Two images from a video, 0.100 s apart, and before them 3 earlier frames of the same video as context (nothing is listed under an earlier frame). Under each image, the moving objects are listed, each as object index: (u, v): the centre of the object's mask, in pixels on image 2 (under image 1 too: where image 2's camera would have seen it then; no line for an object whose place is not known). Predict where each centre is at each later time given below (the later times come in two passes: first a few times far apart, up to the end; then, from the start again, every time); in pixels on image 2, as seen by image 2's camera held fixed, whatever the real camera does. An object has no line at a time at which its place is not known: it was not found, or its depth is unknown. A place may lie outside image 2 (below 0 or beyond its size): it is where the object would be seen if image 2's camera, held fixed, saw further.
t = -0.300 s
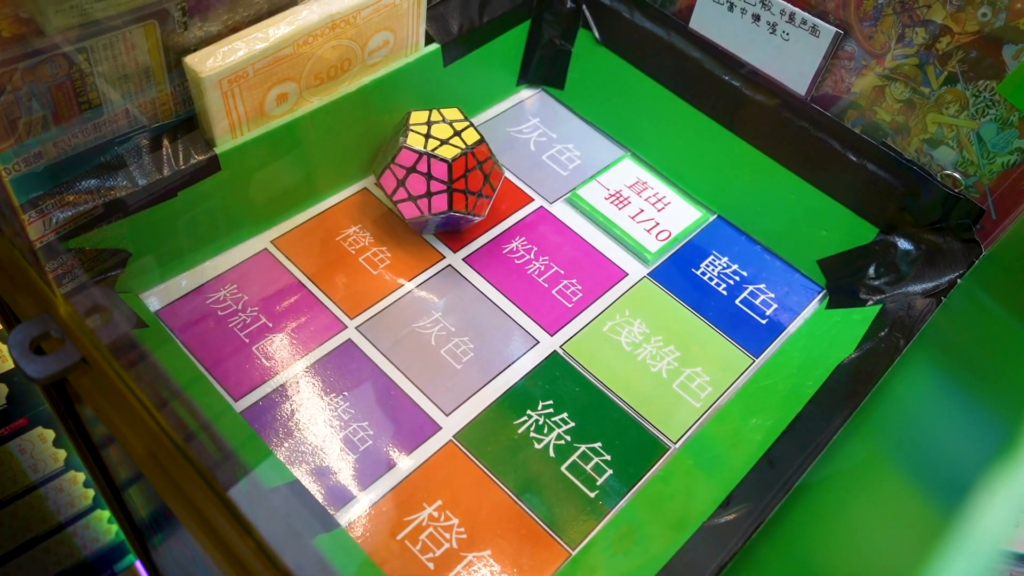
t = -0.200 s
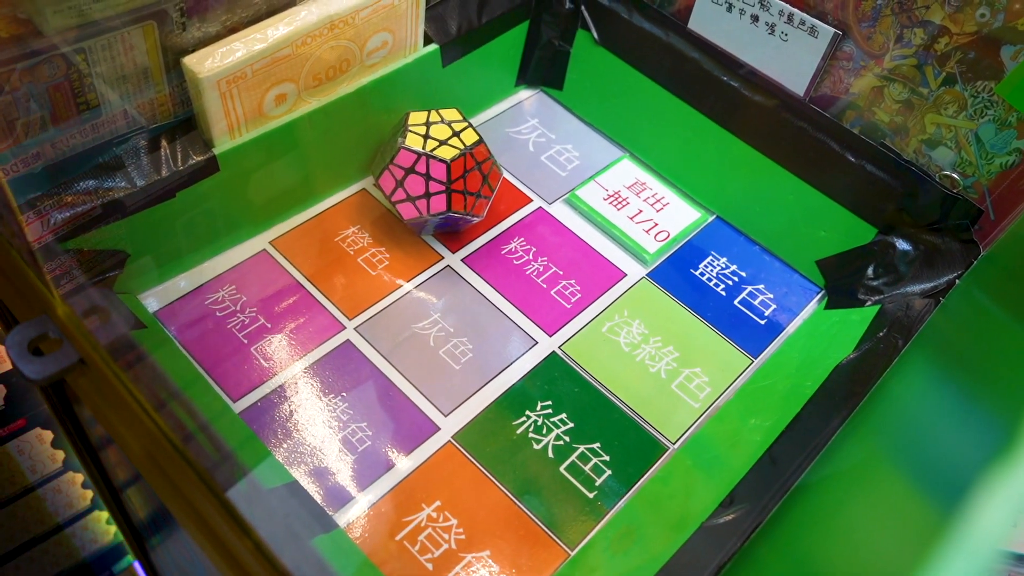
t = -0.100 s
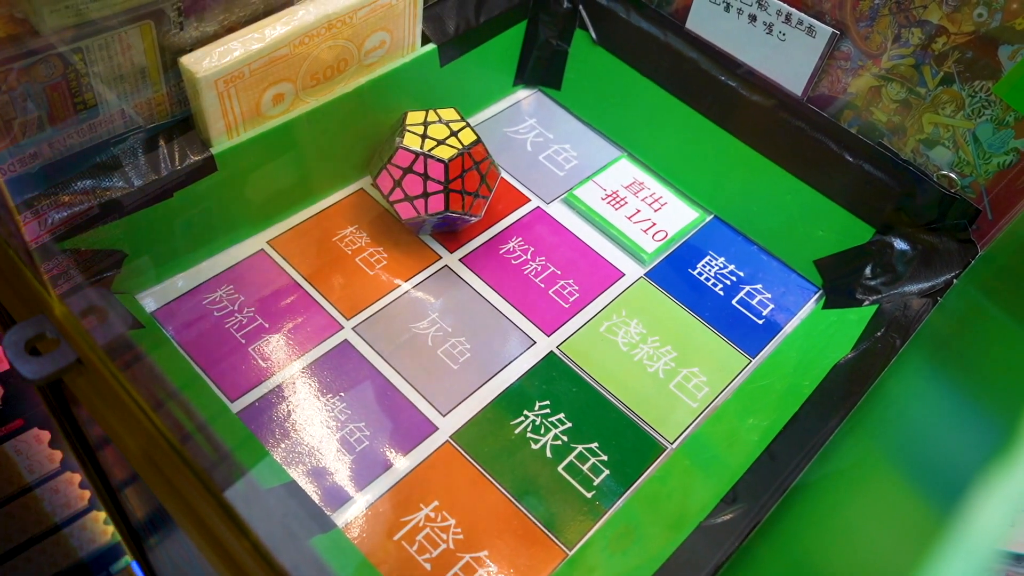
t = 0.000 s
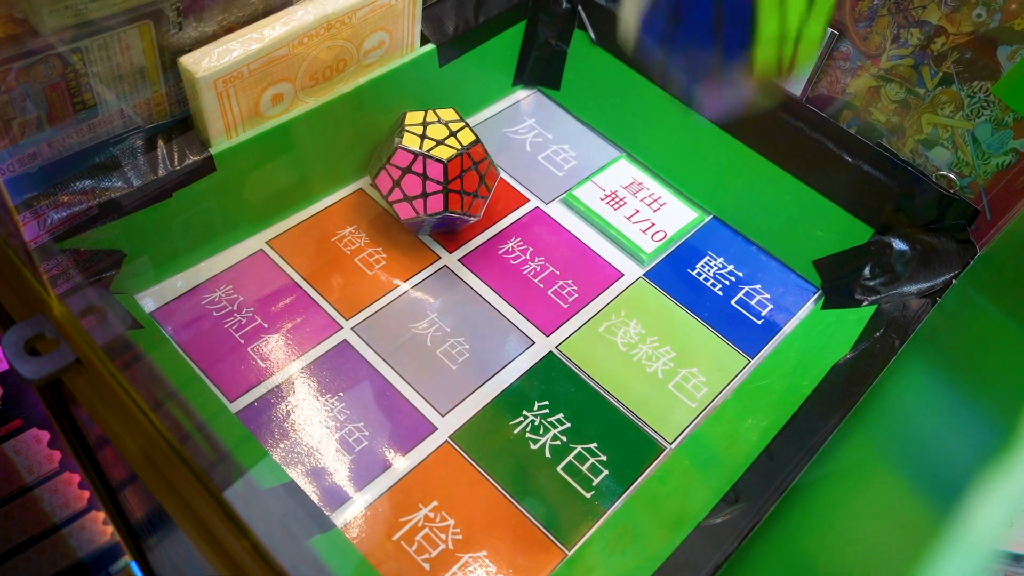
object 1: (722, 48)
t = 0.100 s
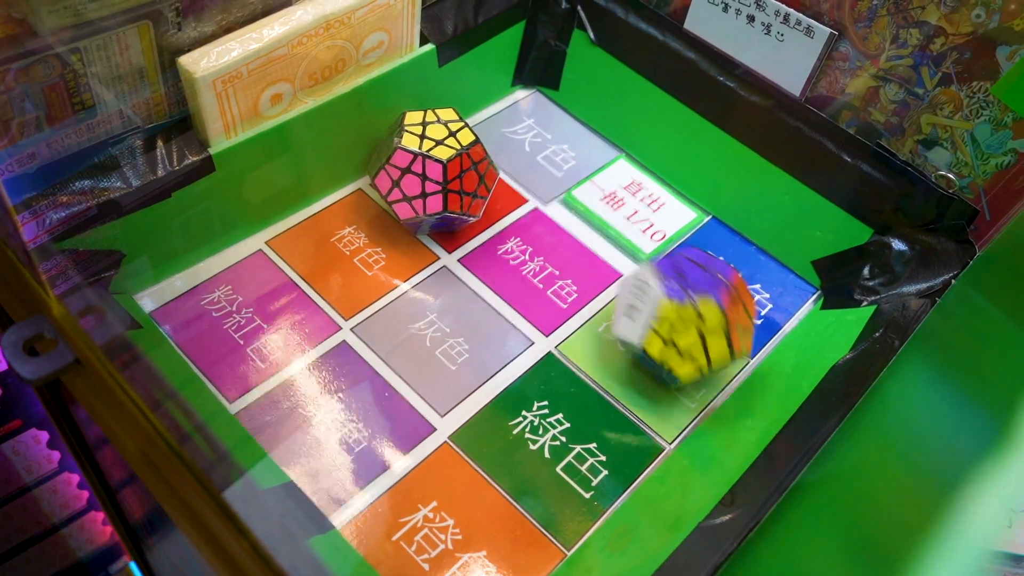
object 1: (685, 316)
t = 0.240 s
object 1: (765, 335)
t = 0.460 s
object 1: (724, 280)
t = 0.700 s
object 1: (684, 236)
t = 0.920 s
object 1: (703, 259)
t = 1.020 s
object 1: (703, 259)
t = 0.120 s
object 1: (699, 324)
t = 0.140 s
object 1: (718, 328)
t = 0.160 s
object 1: (734, 337)
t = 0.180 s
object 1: (746, 340)
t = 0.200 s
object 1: (755, 335)
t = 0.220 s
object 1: (762, 333)
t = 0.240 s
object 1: (765, 335)
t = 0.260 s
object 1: (765, 331)
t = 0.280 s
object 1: (762, 328)
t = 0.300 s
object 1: (756, 327)
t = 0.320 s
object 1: (752, 320)
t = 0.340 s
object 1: (747, 316)
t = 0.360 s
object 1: (741, 311)
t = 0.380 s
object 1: (732, 308)
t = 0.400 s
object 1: (730, 299)
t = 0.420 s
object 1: (727, 291)
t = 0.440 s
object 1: (726, 286)
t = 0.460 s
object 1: (724, 280)
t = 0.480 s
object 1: (723, 275)
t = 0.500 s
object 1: (720, 270)
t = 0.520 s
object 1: (718, 265)
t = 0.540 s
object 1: (715, 259)
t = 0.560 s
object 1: (711, 255)
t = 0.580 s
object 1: (705, 251)
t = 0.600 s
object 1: (701, 246)
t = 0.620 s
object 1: (693, 242)
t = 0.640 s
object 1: (688, 239)
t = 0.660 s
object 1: (685, 237)
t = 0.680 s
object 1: (683, 236)
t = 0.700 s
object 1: (684, 236)
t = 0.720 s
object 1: (686, 237)
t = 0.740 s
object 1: (688, 239)
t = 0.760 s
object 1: (692, 243)
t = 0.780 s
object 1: (695, 247)
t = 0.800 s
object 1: (698, 250)
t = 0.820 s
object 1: (700, 254)
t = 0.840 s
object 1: (701, 257)
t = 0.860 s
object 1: (702, 258)
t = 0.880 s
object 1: (703, 259)
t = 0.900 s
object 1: (703, 259)
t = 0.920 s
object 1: (703, 259)
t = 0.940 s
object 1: (703, 259)
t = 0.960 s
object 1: (703, 259)
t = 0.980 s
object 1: (703, 259)
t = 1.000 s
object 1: (703, 259)
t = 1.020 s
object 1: (703, 259)
